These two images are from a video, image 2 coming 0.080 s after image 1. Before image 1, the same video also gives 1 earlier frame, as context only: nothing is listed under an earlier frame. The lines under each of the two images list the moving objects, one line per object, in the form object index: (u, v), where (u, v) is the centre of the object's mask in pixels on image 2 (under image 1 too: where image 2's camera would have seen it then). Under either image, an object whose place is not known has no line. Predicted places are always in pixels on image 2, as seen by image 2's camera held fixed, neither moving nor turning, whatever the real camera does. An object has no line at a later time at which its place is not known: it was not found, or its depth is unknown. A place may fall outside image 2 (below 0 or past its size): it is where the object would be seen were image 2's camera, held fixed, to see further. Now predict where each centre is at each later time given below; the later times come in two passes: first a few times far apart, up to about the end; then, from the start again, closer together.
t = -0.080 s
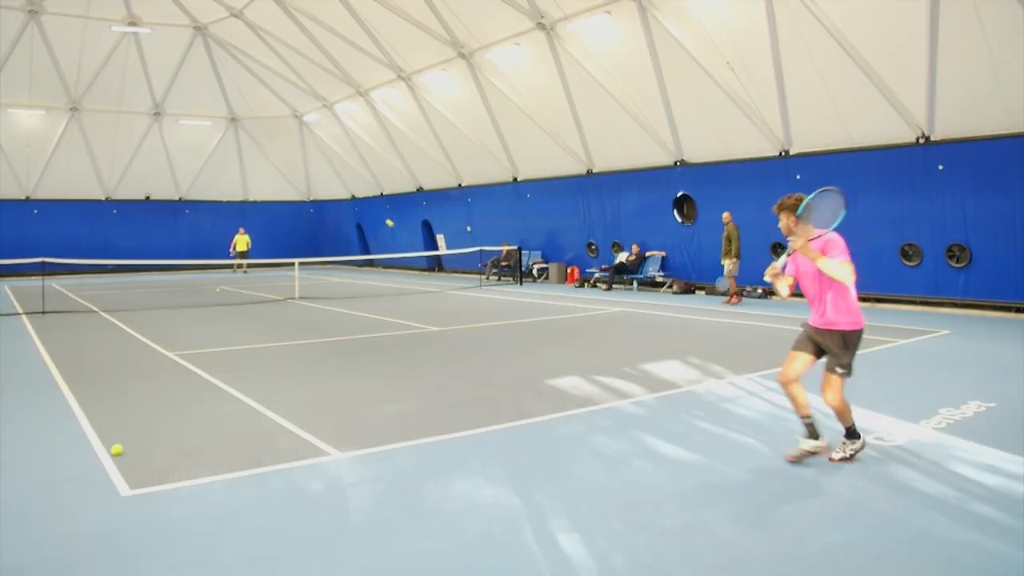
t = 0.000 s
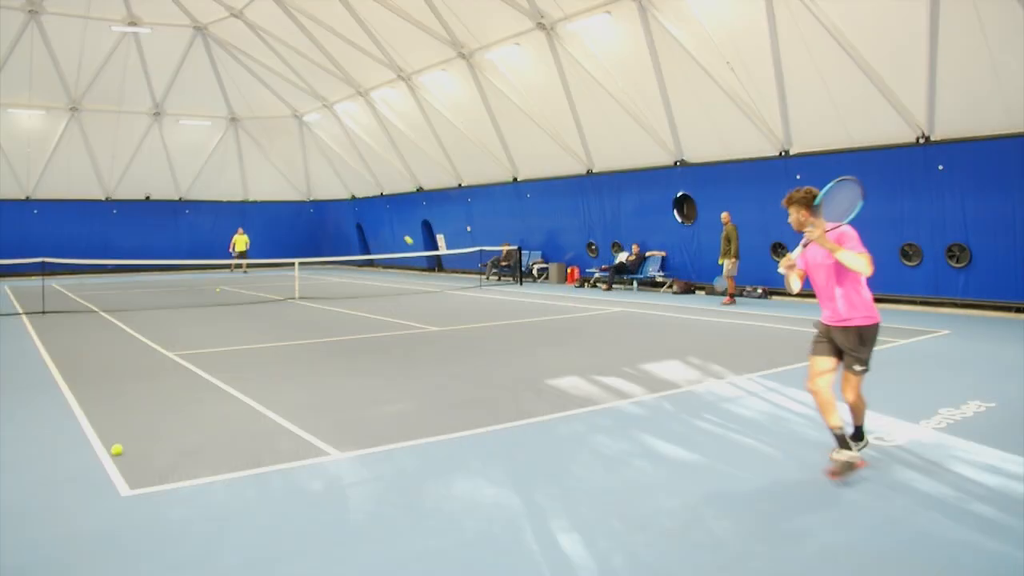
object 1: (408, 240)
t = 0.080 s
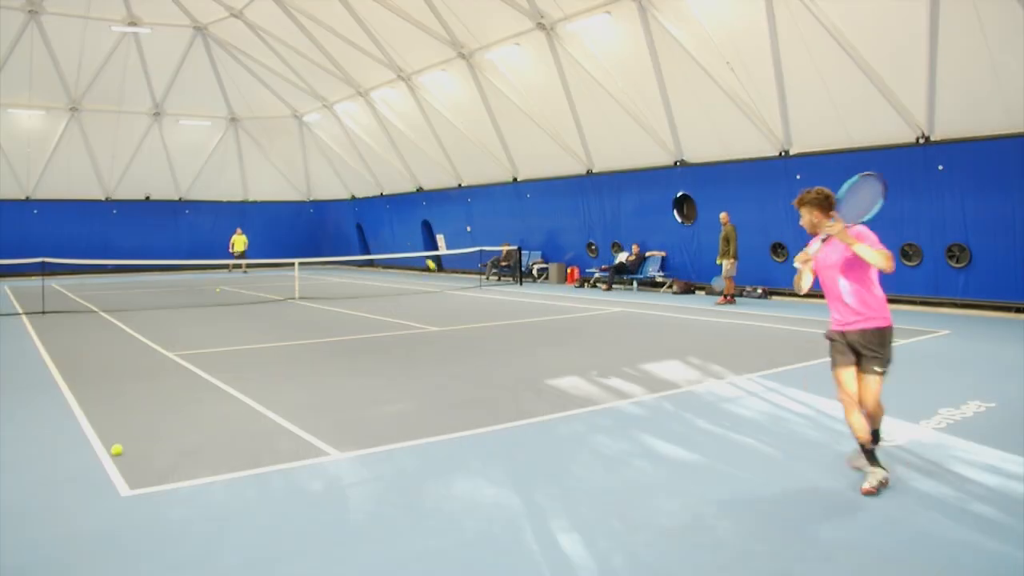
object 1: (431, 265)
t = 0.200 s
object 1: (473, 318)
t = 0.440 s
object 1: (569, 364)
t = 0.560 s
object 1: (620, 344)
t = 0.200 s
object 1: (473, 318)
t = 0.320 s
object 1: (530, 396)
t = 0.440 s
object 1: (569, 364)
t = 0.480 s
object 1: (585, 356)
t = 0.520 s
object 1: (602, 350)
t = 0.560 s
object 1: (620, 344)
